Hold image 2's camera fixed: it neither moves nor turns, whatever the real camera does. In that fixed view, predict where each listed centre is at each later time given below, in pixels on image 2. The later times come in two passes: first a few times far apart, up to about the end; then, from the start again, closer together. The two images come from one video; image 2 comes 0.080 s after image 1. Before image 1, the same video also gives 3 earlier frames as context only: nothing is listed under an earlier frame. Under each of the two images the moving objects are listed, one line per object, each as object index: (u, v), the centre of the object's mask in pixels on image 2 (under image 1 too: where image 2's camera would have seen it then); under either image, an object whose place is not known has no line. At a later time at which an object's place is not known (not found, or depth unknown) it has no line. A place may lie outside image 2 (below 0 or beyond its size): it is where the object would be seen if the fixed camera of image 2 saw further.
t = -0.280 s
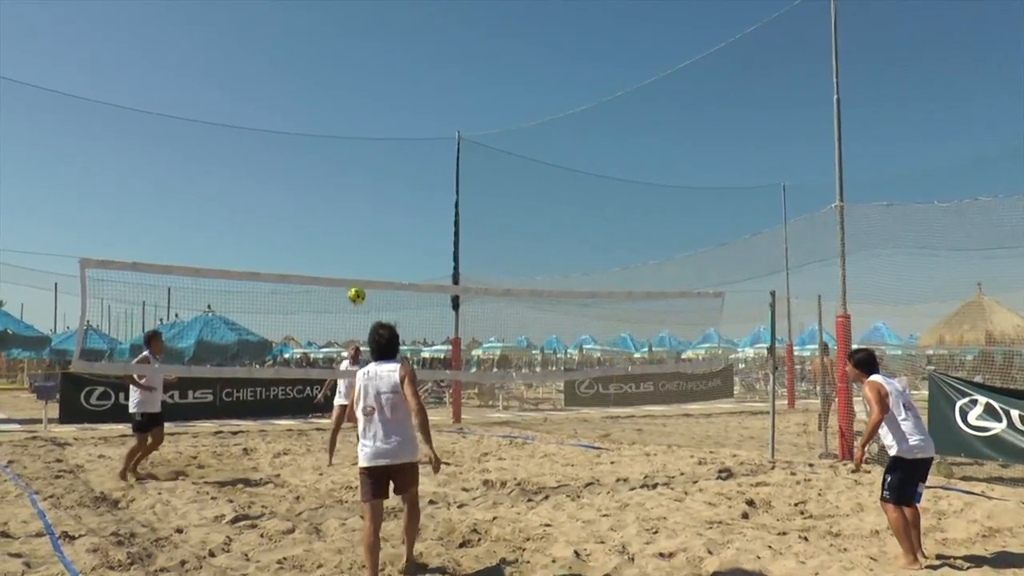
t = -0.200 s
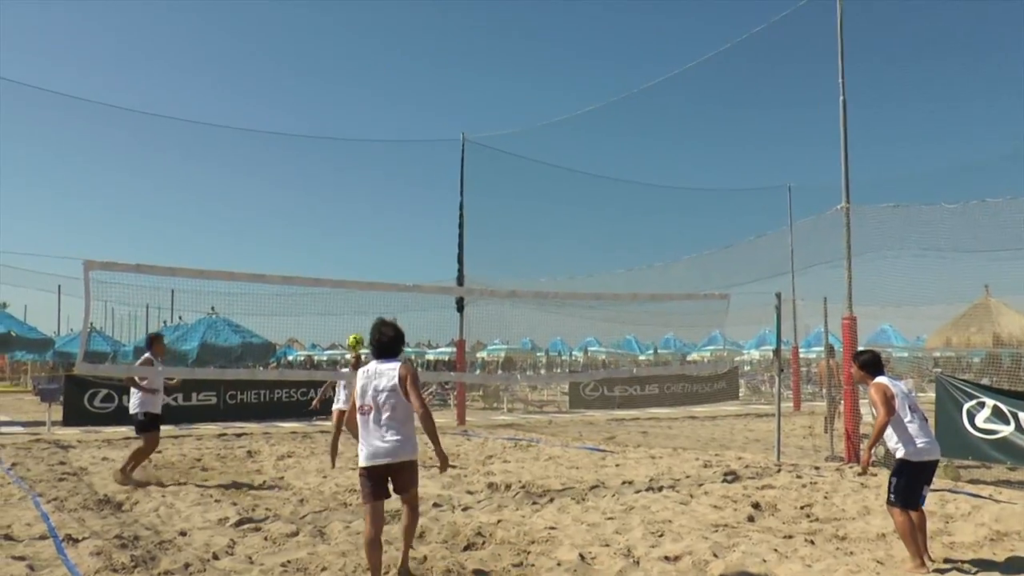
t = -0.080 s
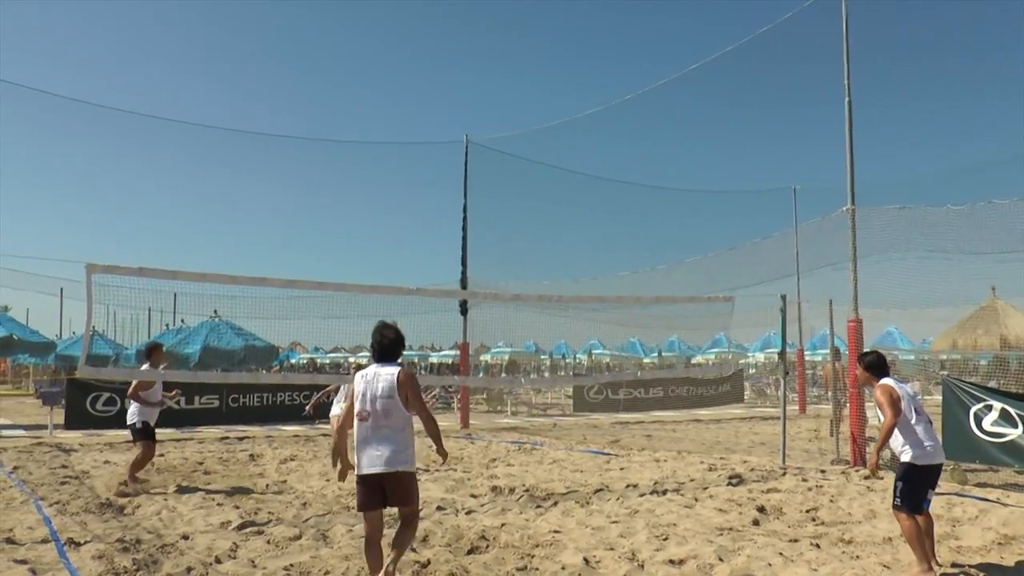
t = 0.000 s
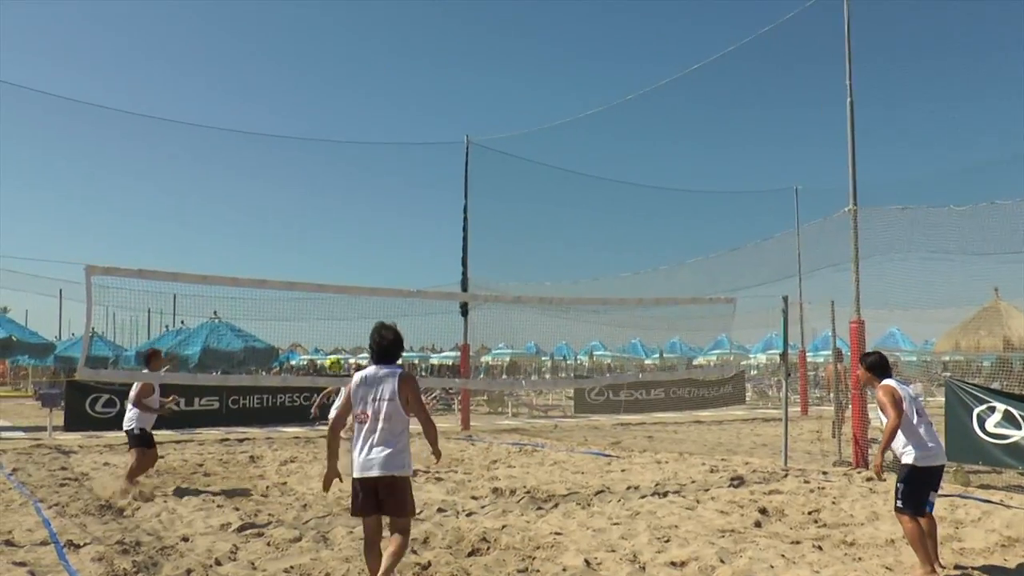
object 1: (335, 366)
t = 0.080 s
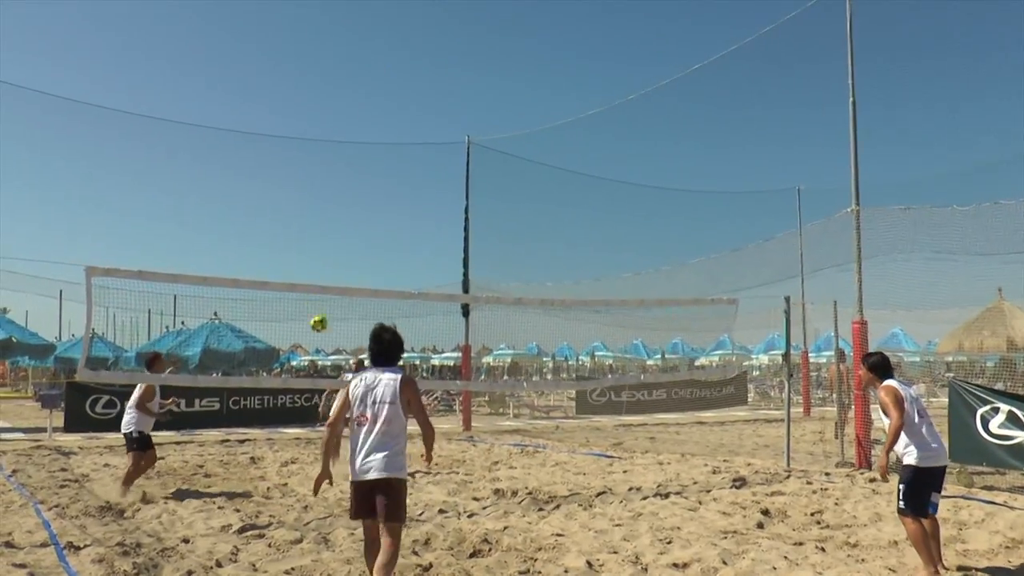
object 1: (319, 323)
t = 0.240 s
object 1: (288, 255)
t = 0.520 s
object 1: (237, 180)
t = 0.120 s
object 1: (311, 304)
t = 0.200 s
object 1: (296, 270)
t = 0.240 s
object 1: (288, 255)
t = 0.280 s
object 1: (281, 240)
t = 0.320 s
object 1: (274, 227)
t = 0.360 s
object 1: (266, 216)
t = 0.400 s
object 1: (259, 204)
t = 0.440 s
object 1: (252, 195)
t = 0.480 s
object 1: (244, 187)
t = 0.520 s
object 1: (237, 180)
